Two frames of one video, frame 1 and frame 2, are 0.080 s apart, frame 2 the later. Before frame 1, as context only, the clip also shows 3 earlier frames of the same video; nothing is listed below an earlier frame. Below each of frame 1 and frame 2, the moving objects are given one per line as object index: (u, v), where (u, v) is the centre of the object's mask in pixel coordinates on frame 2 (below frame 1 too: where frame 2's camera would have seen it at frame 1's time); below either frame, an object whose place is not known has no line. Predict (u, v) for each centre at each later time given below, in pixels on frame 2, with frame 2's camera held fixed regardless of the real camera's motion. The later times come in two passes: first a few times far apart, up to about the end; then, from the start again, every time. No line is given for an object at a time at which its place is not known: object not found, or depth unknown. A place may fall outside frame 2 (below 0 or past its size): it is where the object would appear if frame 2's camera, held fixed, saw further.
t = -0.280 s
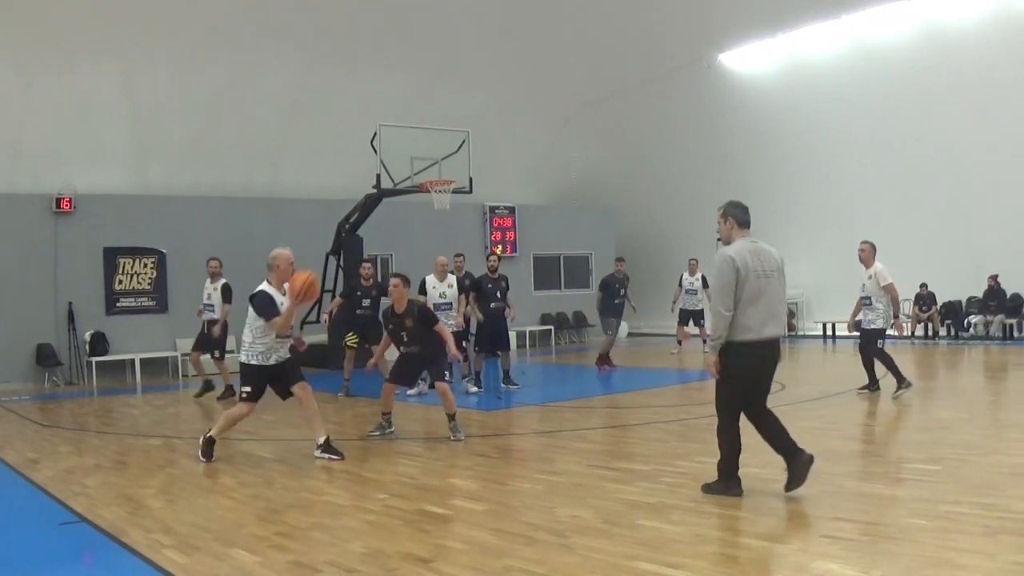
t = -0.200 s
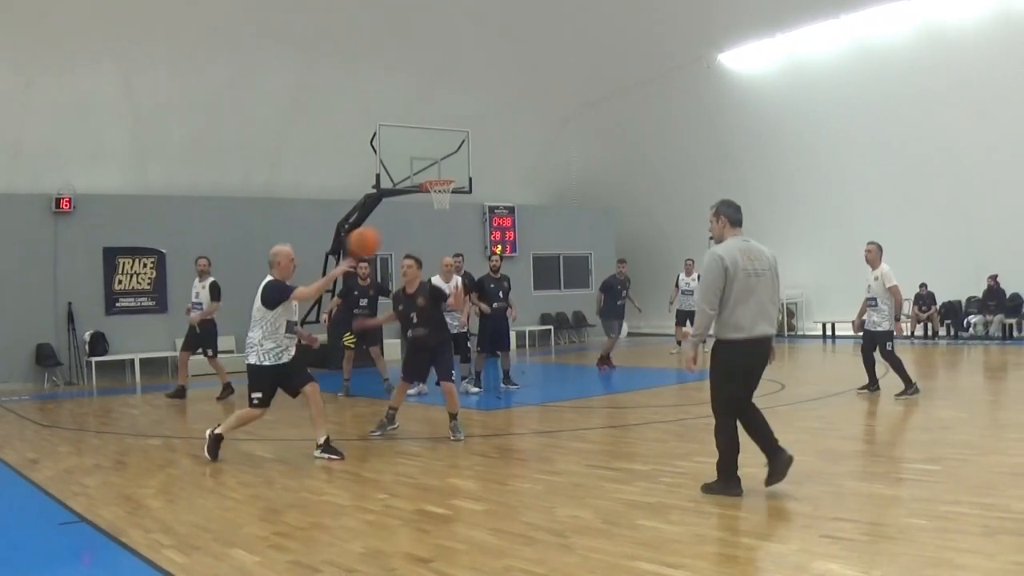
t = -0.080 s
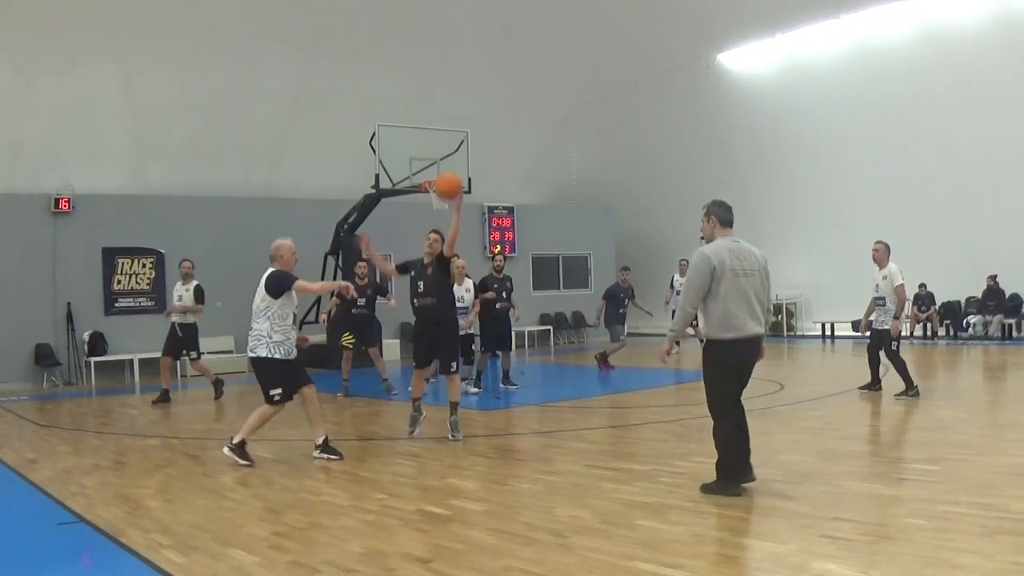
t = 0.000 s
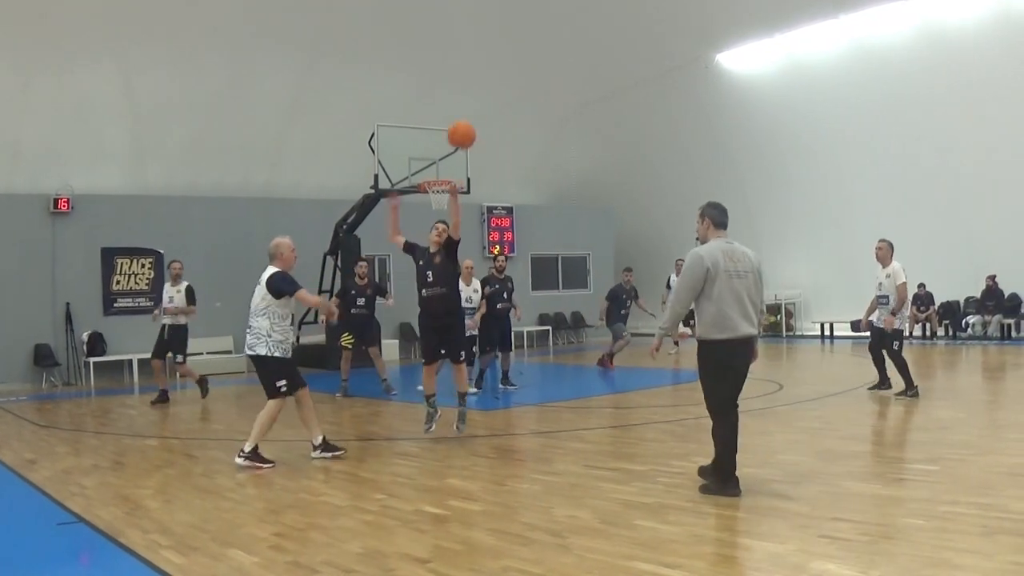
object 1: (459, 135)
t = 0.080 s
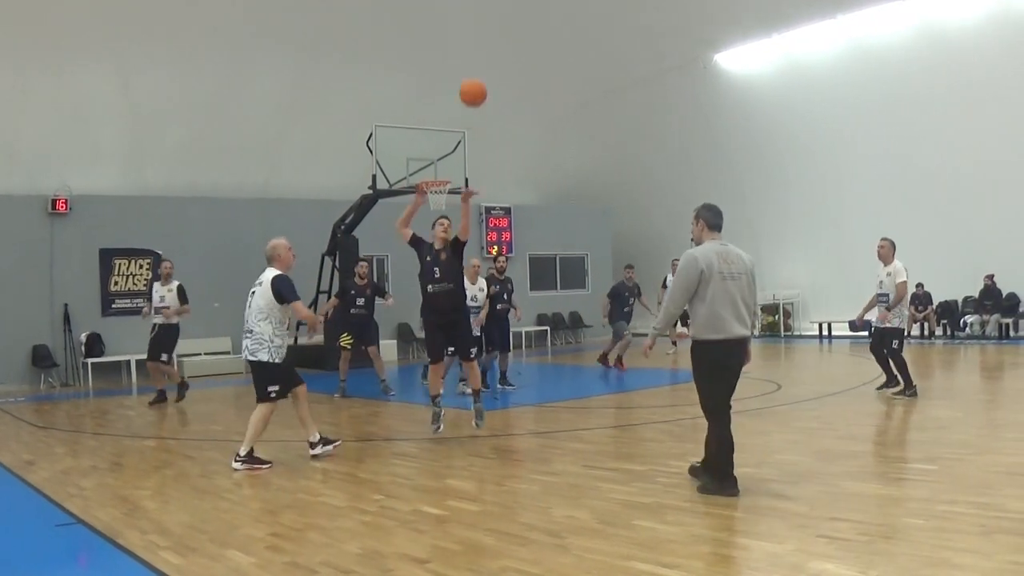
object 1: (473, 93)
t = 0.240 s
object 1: (499, 34)
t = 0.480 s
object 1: (537, 5)
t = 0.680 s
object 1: (568, 17)
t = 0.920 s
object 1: (606, 85)
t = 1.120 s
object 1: (637, 181)
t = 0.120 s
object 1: (480, 75)
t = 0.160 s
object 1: (486, 59)
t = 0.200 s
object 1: (493, 46)
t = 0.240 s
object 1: (499, 34)
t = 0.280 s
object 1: (506, 24)
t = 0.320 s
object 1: (512, 16)
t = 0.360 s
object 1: (518, 10)
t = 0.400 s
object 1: (525, 7)
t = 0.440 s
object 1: (531, 6)
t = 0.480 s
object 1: (537, 5)
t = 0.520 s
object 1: (543, 5)
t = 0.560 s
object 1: (550, 5)
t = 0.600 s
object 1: (556, 7)
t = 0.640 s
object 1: (562, 10)
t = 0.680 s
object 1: (568, 17)
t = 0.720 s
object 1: (574, 24)
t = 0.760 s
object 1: (580, 33)
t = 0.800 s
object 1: (587, 44)
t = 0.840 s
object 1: (593, 56)
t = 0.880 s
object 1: (599, 70)
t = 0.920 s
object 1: (606, 85)
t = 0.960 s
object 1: (612, 101)
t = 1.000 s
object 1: (618, 119)
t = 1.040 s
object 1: (624, 138)
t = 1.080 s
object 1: (630, 160)
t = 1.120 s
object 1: (637, 181)
